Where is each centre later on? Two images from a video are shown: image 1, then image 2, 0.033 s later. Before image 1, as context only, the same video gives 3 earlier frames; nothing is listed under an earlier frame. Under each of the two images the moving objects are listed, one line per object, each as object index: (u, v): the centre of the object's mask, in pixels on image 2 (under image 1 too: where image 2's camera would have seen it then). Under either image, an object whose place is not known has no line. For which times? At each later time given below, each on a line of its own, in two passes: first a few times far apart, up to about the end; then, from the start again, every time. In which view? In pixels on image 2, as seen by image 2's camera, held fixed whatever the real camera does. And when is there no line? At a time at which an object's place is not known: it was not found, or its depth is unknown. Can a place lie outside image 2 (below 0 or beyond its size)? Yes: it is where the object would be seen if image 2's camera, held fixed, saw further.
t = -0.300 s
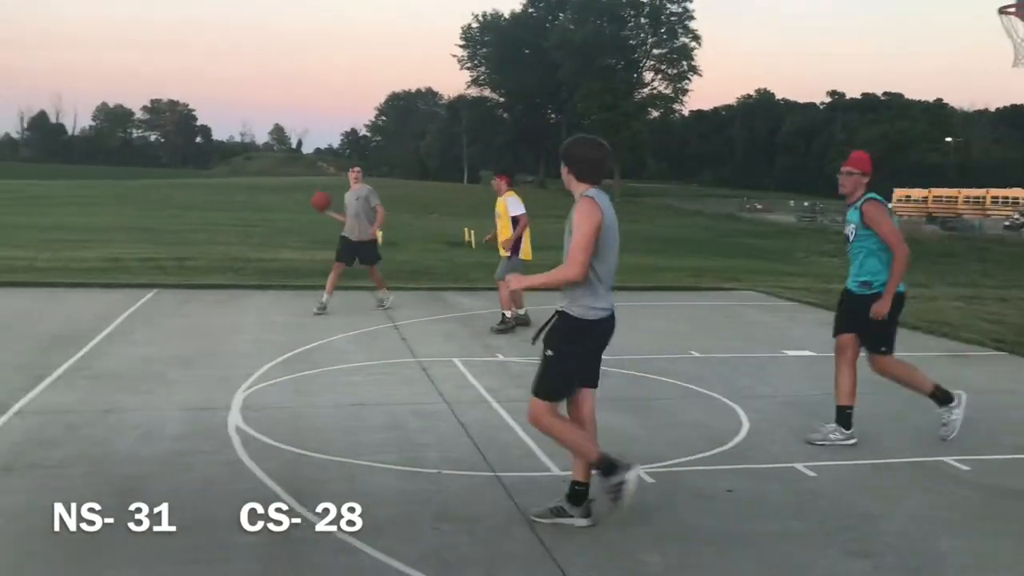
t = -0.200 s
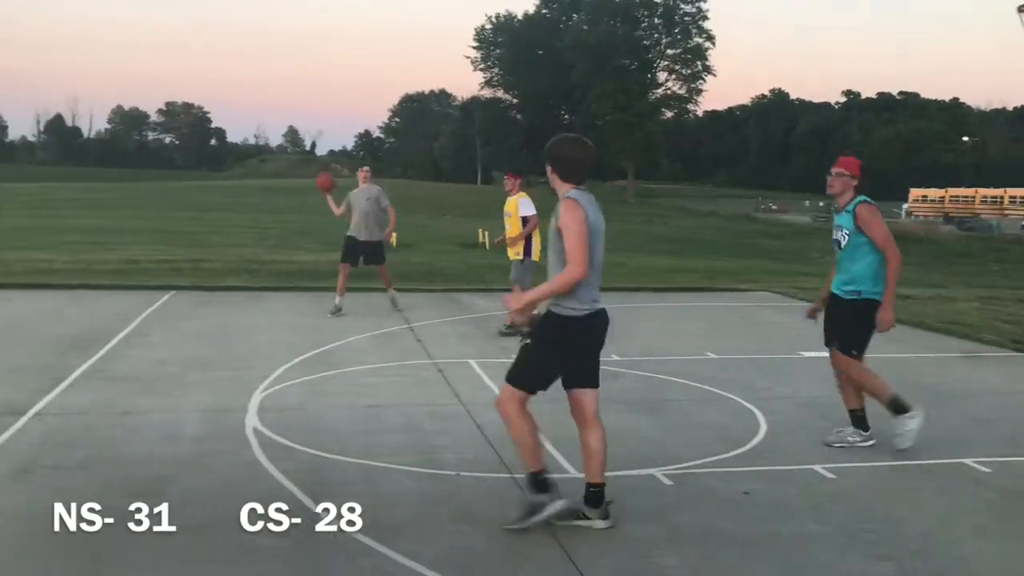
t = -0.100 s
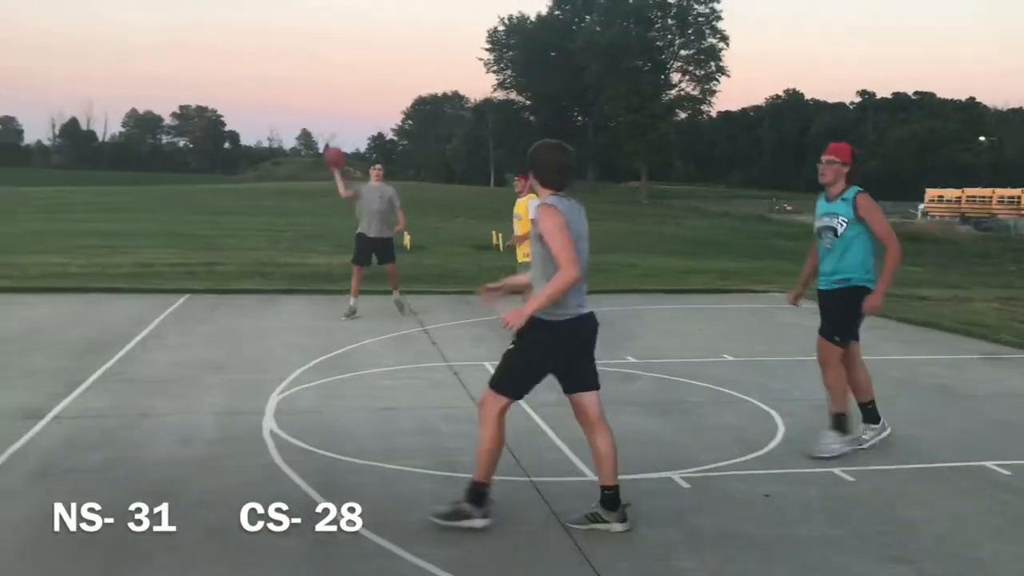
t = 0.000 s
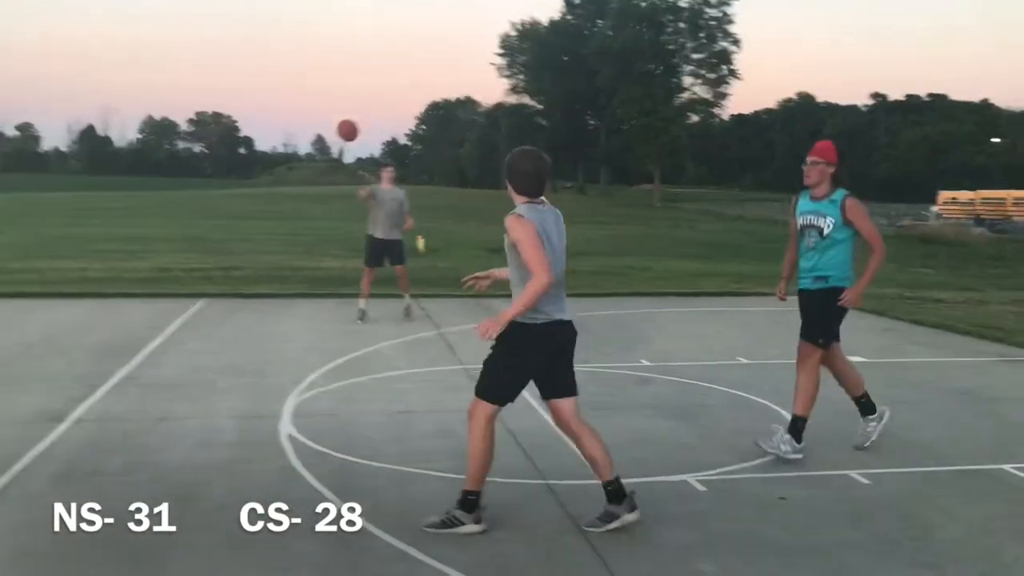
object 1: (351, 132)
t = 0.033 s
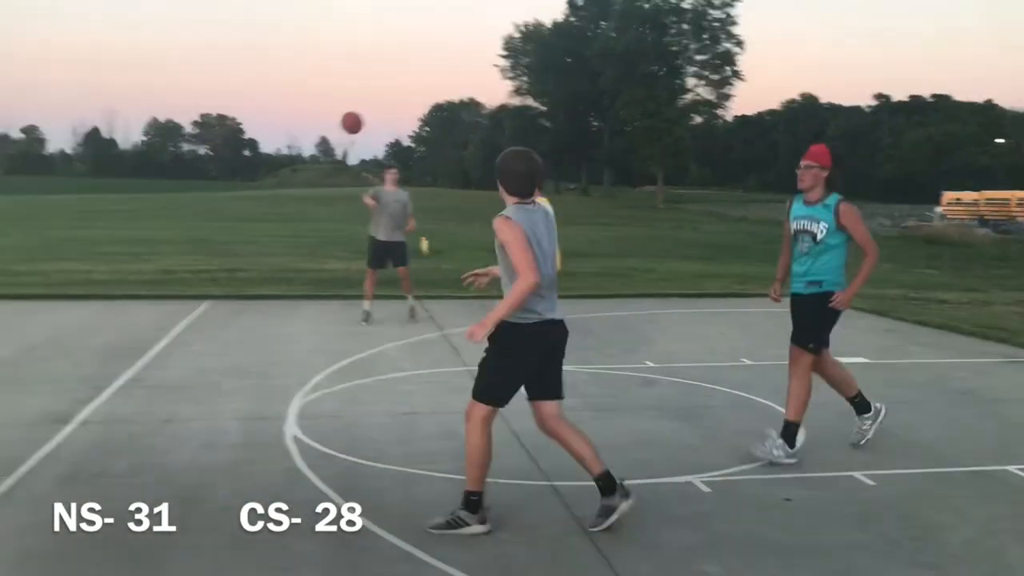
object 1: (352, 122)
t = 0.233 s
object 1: (352, 79)
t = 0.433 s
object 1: (353, 71)
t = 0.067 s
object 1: (352, 114)
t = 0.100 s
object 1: (352, 106)
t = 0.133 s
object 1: (352, 98)
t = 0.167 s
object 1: (353, 91)
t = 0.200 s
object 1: (352, 85)
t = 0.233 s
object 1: (352, 79)
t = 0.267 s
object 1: (352, 74)
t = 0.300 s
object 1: (352, 71)
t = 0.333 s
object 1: (352, 69)
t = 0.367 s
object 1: (352, 68)
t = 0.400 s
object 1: (352, 68)
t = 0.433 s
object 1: (353, 71)
